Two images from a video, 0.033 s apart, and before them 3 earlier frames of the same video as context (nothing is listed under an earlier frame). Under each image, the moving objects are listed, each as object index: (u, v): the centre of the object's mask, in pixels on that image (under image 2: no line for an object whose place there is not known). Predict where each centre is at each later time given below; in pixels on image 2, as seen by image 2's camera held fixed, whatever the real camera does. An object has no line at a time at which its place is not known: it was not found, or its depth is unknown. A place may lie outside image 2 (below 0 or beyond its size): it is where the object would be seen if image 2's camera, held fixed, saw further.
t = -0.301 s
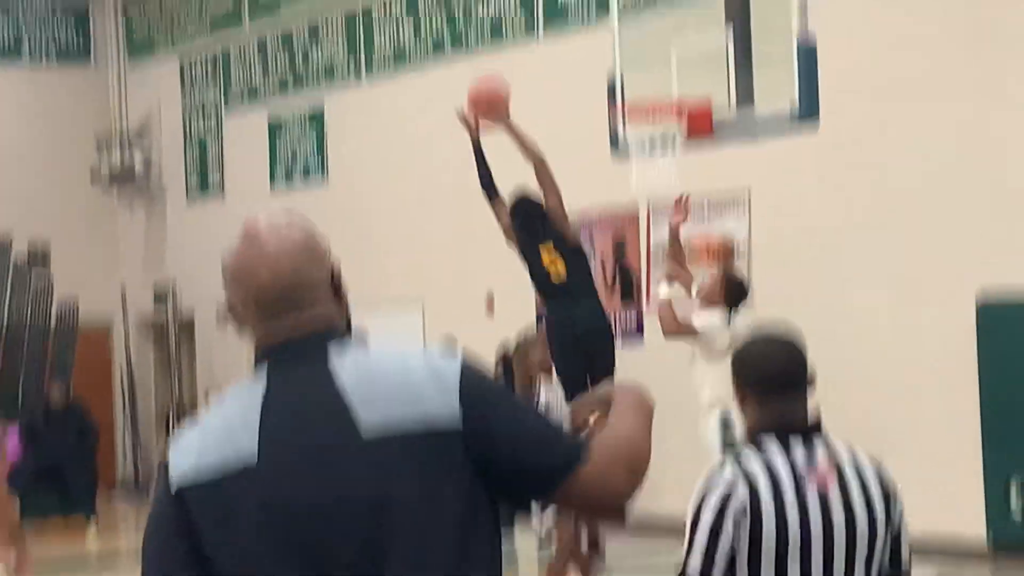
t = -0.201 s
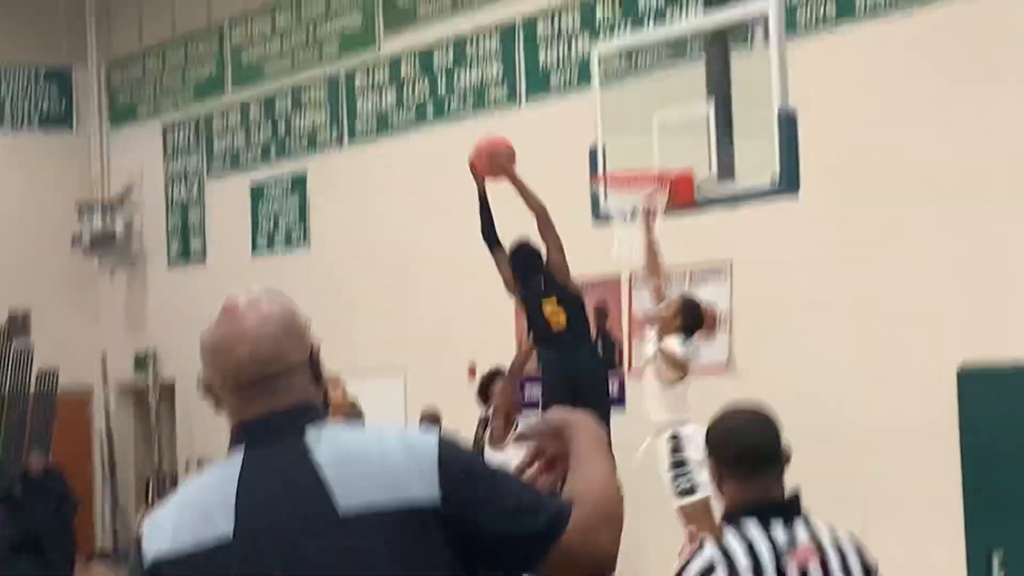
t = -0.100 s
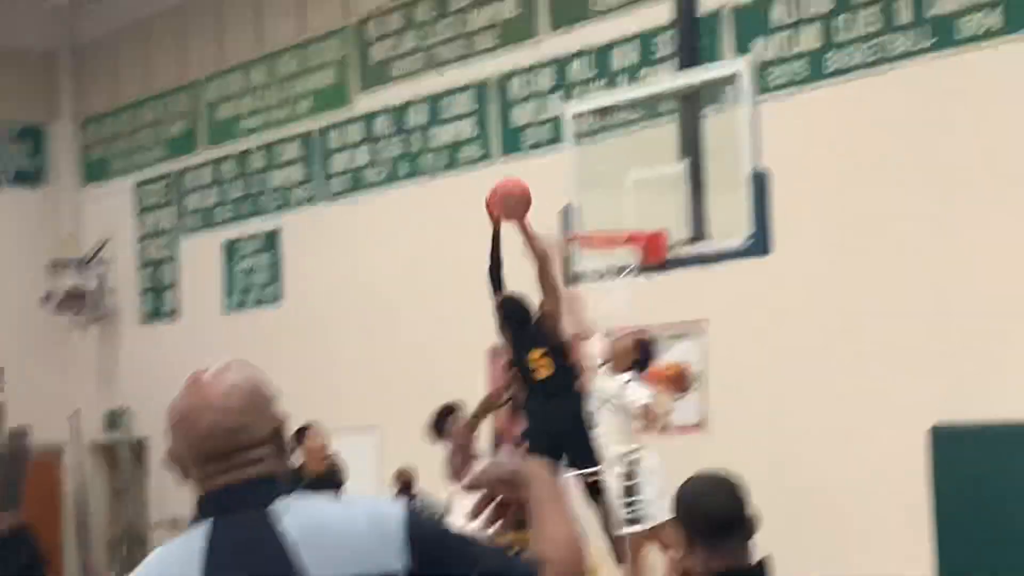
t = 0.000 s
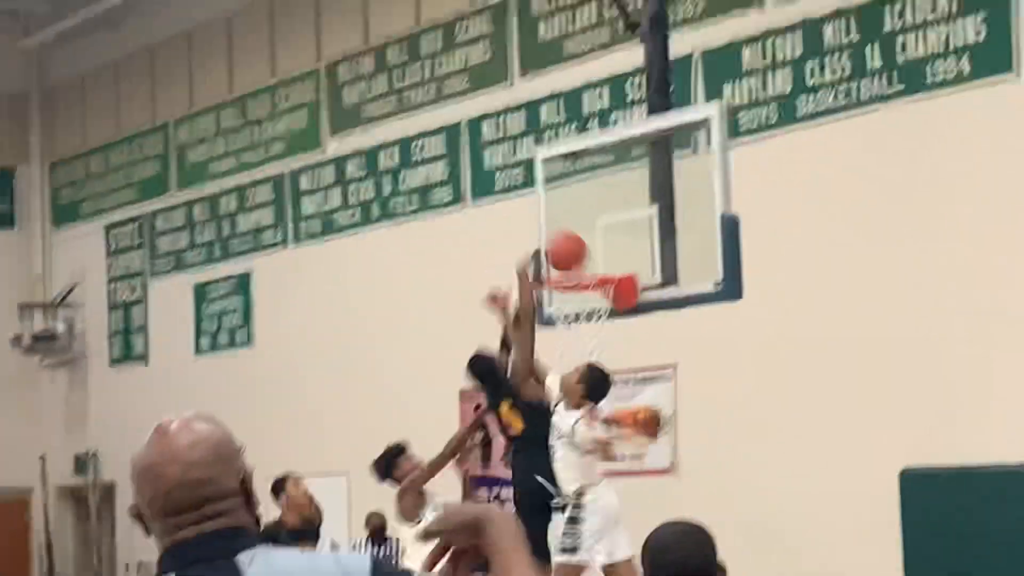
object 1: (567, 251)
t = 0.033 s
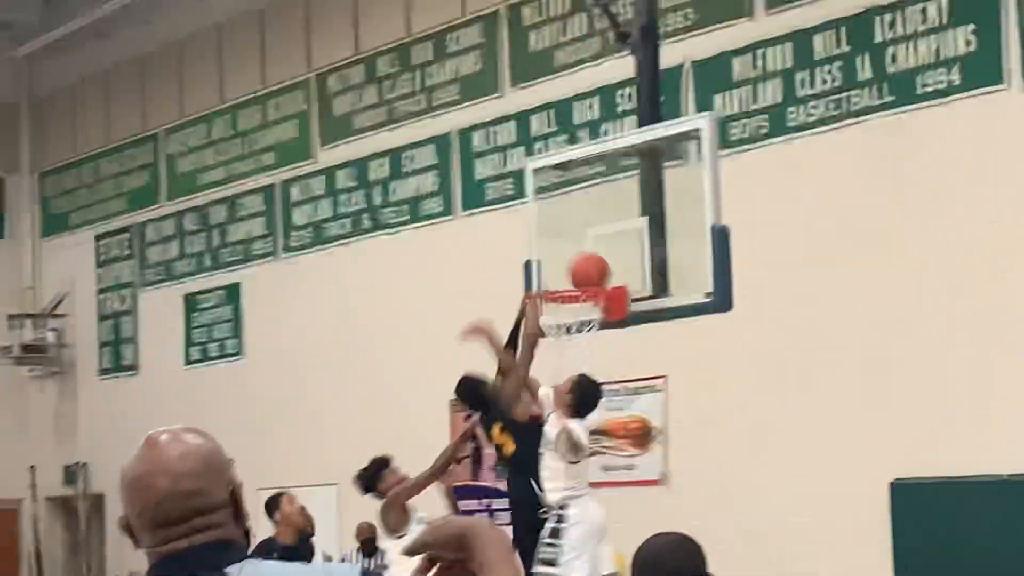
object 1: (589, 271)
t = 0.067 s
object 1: (591, 261)
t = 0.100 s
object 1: (586, 242)
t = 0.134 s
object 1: (582, 226)
